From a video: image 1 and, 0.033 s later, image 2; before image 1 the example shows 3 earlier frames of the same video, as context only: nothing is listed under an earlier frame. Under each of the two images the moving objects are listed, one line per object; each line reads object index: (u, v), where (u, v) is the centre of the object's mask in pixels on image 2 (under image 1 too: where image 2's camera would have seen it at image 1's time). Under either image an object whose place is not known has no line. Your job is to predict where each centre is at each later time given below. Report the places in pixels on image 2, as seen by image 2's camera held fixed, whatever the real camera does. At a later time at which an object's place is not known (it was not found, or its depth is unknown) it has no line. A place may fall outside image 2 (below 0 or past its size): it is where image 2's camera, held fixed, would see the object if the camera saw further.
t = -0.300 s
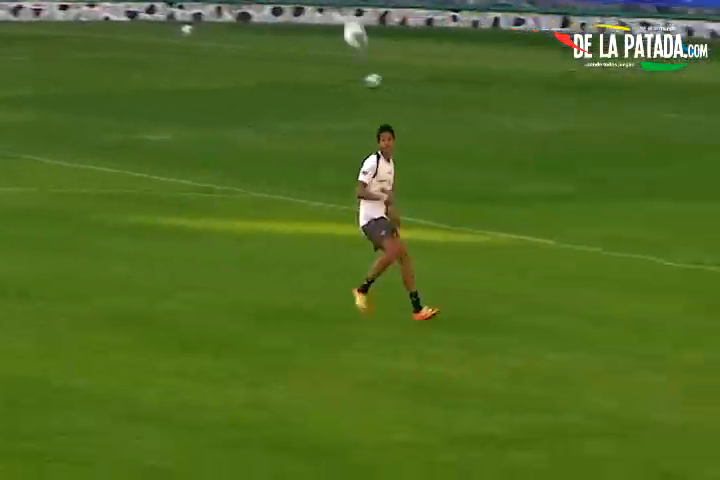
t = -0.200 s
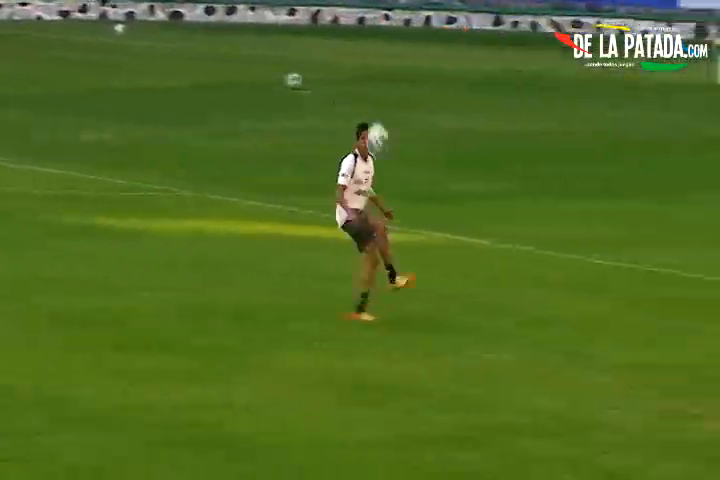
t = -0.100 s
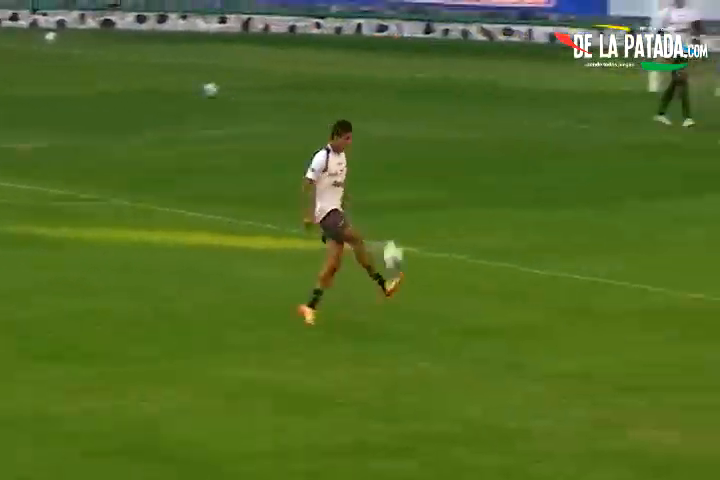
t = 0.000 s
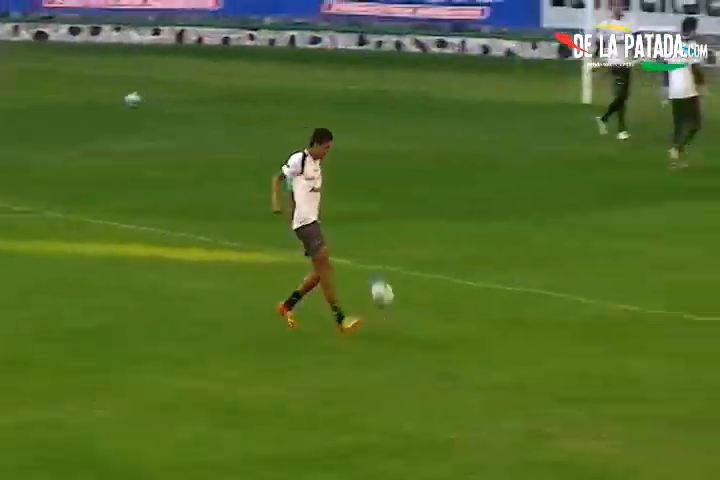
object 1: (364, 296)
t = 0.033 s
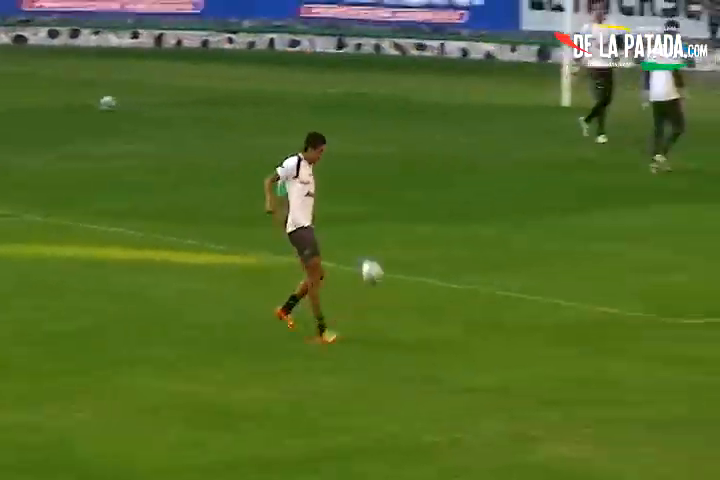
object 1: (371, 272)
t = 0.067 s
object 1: (380, 249)
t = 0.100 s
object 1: (389, 227)
